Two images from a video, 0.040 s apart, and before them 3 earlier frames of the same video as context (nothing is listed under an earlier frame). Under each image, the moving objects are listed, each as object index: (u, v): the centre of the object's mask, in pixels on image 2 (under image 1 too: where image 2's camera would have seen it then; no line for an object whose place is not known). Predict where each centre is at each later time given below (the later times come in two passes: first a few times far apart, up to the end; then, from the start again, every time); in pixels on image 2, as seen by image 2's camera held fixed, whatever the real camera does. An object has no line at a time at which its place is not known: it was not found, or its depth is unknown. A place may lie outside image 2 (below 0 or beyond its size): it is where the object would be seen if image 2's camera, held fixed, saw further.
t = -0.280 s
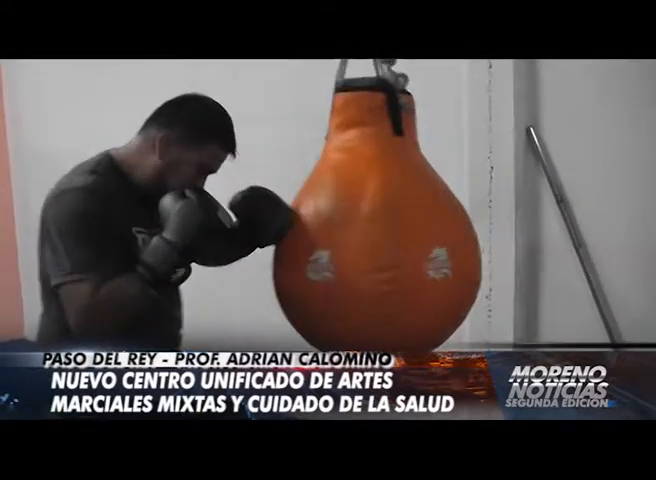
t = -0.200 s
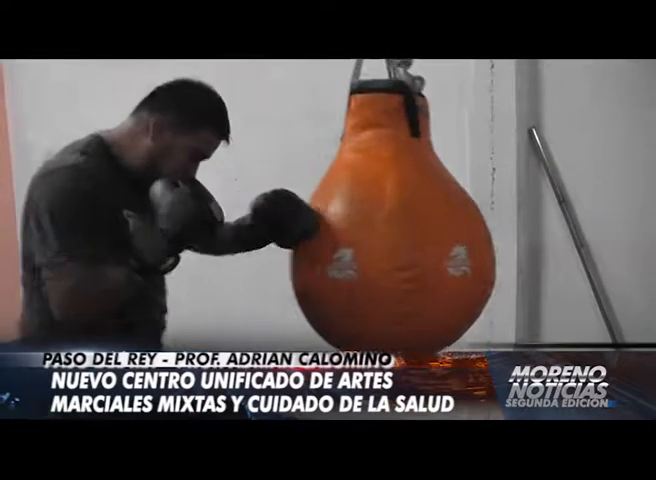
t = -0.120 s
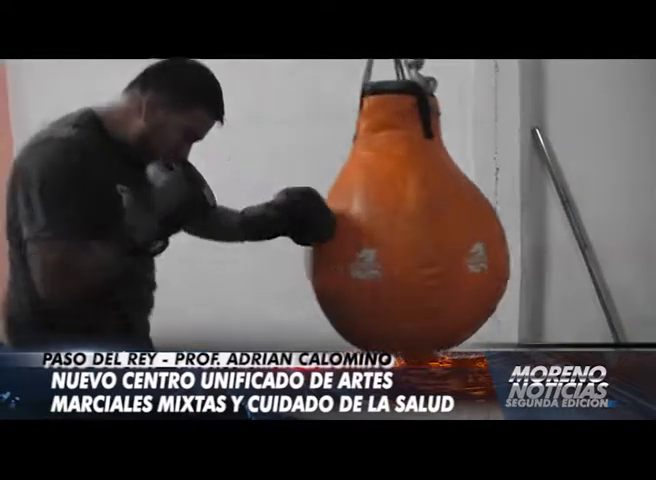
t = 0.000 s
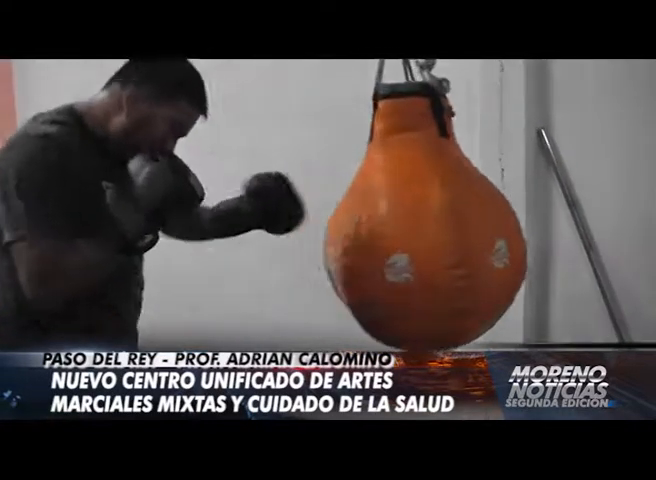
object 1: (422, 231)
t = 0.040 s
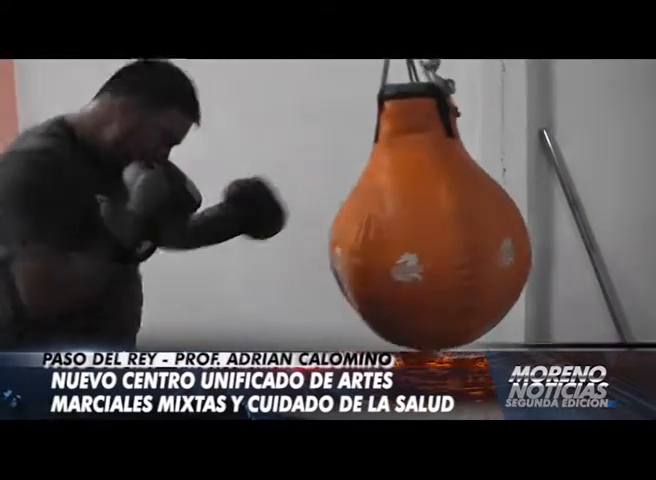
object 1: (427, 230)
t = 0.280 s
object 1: (446, 226)
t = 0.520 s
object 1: (446, 222)
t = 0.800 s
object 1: (422, 225)
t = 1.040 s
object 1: (398, 231)
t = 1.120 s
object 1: (391, 234)
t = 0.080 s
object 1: (432, 230)
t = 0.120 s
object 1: (436, 229)
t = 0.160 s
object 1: (439, 229)
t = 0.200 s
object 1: (442, 228)
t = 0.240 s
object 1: (444, 227)
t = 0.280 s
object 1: (446, 226)
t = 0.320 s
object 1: (447, 225)
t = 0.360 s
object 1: (448, 224)
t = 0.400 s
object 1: (448, 223)
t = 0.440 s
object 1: (448, 223)
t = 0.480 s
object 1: (447, 222)
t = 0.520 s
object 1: (446, 222)
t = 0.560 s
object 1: (443, 221)
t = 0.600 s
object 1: (441, 221)
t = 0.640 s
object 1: (438, 222)
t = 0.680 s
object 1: (434, 223)
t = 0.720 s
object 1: (430, 223)
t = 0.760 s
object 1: (426, 224)
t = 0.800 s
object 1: (422, 225)
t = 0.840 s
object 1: (417, 226)
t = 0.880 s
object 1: (413, 227)
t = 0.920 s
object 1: (409, 228)
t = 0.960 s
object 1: (405, 229)
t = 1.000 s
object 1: (401, 230)
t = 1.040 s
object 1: (398, 231)
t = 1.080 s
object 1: (394, 233)
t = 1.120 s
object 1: (391, 234)
